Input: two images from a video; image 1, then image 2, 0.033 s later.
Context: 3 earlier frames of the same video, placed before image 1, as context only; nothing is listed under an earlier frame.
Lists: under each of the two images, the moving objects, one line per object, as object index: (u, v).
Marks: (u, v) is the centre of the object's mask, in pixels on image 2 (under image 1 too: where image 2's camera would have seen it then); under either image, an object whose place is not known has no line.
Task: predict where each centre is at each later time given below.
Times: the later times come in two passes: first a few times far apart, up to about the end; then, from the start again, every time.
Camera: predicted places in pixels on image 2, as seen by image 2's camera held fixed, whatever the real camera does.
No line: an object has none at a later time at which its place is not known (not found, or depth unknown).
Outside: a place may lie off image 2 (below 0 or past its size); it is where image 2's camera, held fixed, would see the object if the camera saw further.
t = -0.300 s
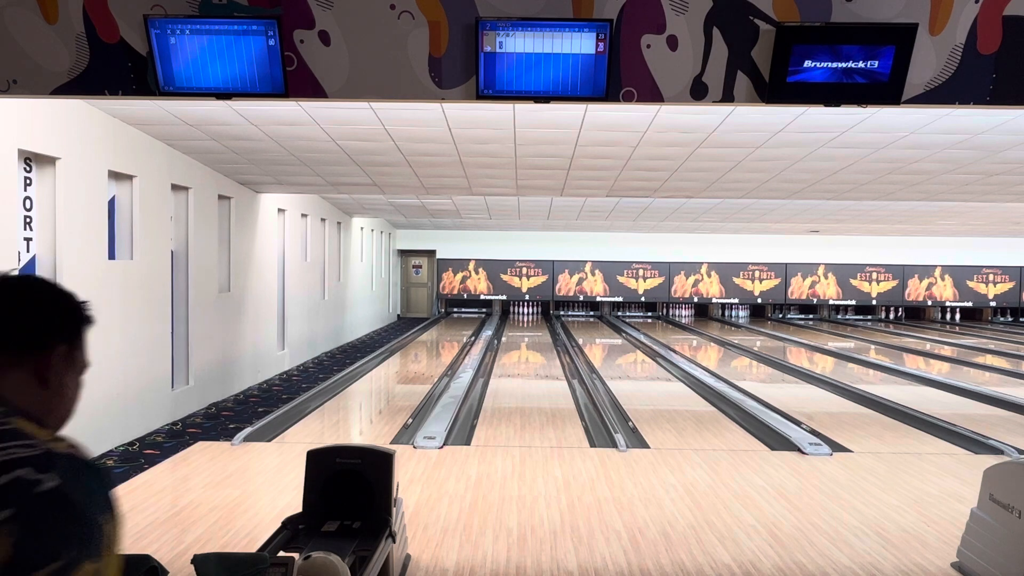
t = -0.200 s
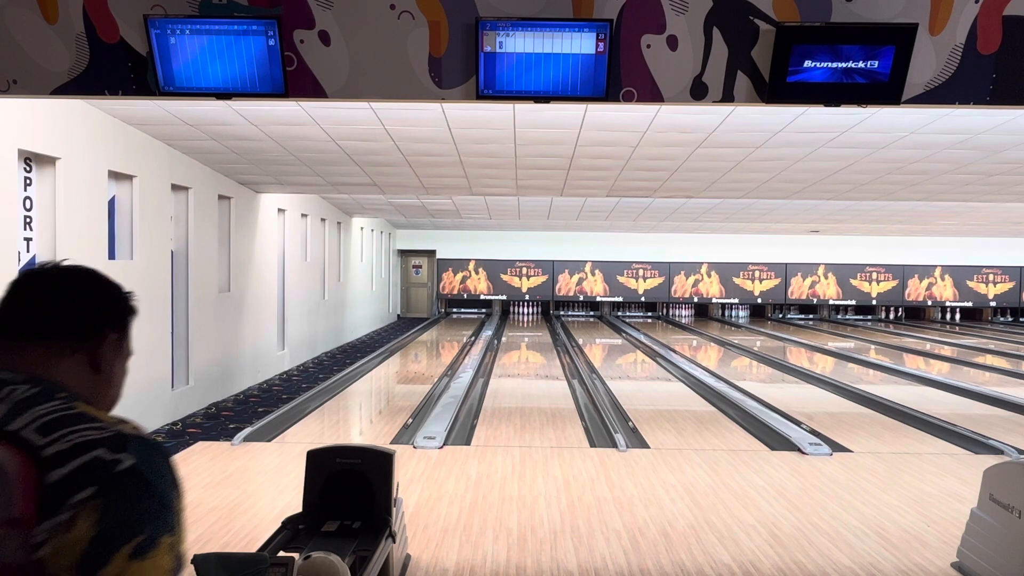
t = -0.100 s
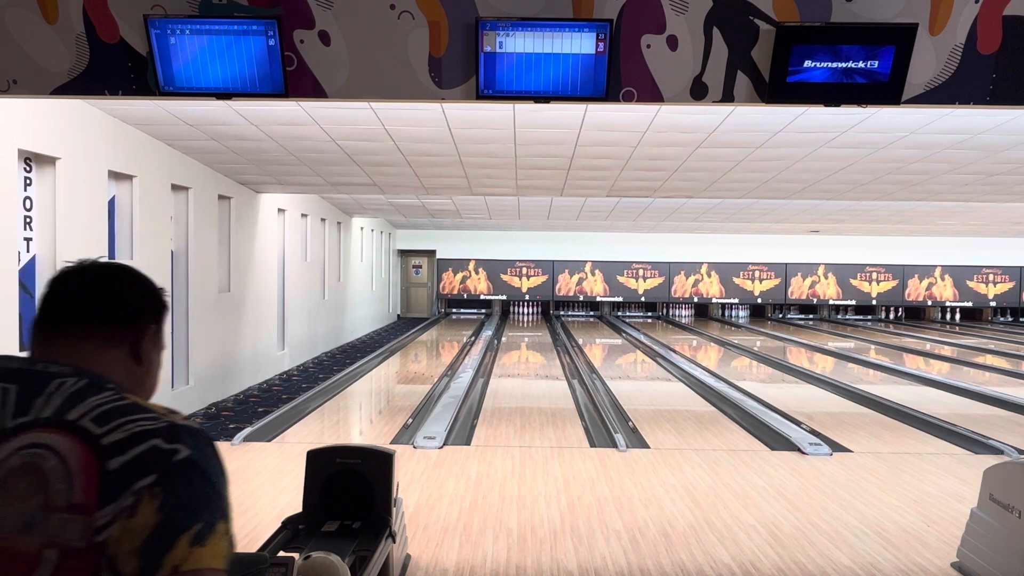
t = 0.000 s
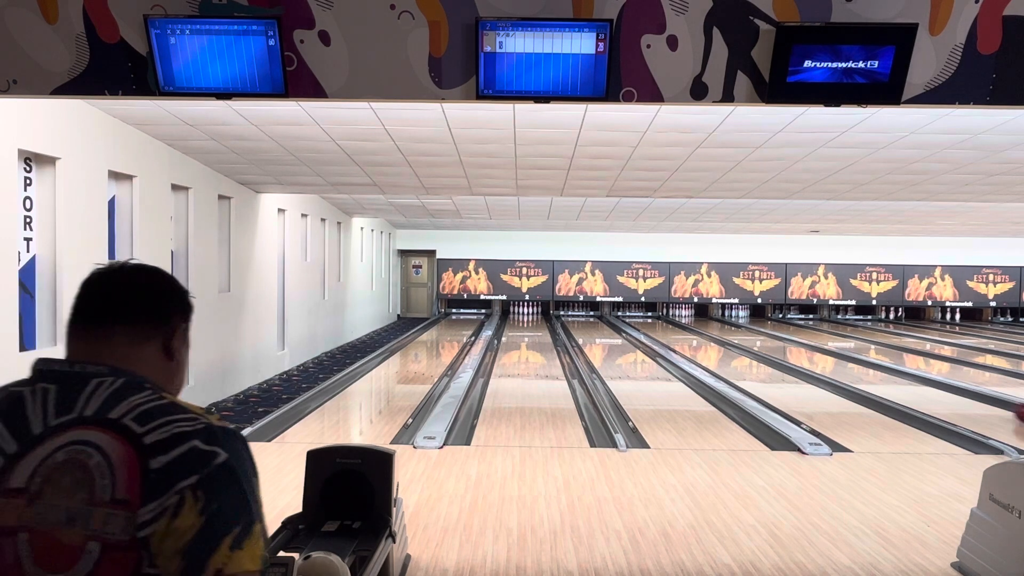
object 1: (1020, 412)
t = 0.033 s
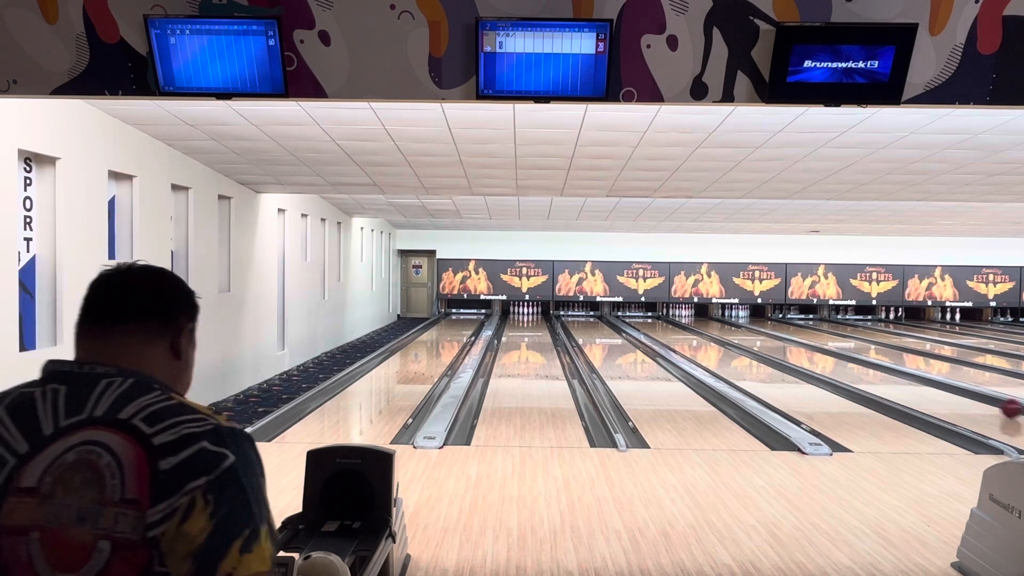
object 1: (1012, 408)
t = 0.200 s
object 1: (951, 391)
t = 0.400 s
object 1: (896, 375)
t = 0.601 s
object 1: (853, 362)
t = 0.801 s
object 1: (820, 352)
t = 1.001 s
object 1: (792, 344)
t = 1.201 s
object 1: (770, 338)
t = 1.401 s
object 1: (751, 332)
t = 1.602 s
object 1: (735, 328)
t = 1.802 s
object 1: (721, 323)
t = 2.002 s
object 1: (709, 320)
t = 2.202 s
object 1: (698, 317)
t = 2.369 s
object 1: (690, 315)
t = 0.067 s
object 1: (998, 405)
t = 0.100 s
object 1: (985, 401)
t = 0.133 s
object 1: (973, 398)
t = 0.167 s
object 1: (962, 394)
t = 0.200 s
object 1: (951, 391)
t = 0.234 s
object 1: (941, 388)
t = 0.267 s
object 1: (930, 385)
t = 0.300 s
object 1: (921, 383)
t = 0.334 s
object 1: (912, 380)
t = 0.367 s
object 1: (904, 377)
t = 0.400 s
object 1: (896, 375)
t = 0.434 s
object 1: (888, 372)
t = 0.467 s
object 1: (881, 370)
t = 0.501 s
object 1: (873, 368)
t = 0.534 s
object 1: (866, 366)
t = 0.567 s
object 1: (860, 364)
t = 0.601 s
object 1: (853, 362)
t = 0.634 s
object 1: (847, 360)
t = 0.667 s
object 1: (841, 358)
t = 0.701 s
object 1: (836, 357)
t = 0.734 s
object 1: (830, 355)
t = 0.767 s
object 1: (825, 354)
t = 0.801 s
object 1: (820, 352)
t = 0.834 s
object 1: (815, 351)
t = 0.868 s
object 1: (810, 350)
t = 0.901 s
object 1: (806, 348)
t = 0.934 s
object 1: (801, 346)
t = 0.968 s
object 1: (797, 345)
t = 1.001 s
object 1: (792, 344)
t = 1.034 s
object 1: (789, 343)
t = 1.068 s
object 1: (785, 342)
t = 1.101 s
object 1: (781, 341)
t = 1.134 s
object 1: (777, 340)
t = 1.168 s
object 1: (774, 339)
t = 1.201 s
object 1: (770, 338)
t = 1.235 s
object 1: (767, 337)
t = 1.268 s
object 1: (763, 335)
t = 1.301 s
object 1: (760, 334)
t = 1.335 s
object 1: (757, 333)
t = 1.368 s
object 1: (754, 332)
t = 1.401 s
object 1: (751, 332)
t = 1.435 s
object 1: (748, 331)
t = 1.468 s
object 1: (746, 330)
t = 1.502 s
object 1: (743, 329)
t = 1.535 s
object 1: (740, 329)
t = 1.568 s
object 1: (738, 328)
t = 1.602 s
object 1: (735, 328)
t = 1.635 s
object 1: (732, 327)
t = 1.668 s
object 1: (730, 326)
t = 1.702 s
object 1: (728, 326)
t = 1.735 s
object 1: (726, 325)
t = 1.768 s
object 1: (723, 324)
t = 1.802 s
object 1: (721, 323)
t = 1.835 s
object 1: (718, 323)
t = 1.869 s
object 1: (717, 322)
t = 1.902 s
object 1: (715, 322)
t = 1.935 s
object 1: (713, 321)
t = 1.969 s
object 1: (711, 321)
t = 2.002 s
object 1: (709, 320)
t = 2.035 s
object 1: (707, 319)
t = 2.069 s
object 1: (705, 318)
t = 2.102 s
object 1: (704, 317)
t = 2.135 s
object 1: (702, 317)
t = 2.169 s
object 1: (700, 317)
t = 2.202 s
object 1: (698, 317)
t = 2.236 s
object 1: (698, 316)
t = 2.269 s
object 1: (696, 315)
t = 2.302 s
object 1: (693, 315)
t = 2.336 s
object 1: (692, 314)
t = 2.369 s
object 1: (690, 315)
